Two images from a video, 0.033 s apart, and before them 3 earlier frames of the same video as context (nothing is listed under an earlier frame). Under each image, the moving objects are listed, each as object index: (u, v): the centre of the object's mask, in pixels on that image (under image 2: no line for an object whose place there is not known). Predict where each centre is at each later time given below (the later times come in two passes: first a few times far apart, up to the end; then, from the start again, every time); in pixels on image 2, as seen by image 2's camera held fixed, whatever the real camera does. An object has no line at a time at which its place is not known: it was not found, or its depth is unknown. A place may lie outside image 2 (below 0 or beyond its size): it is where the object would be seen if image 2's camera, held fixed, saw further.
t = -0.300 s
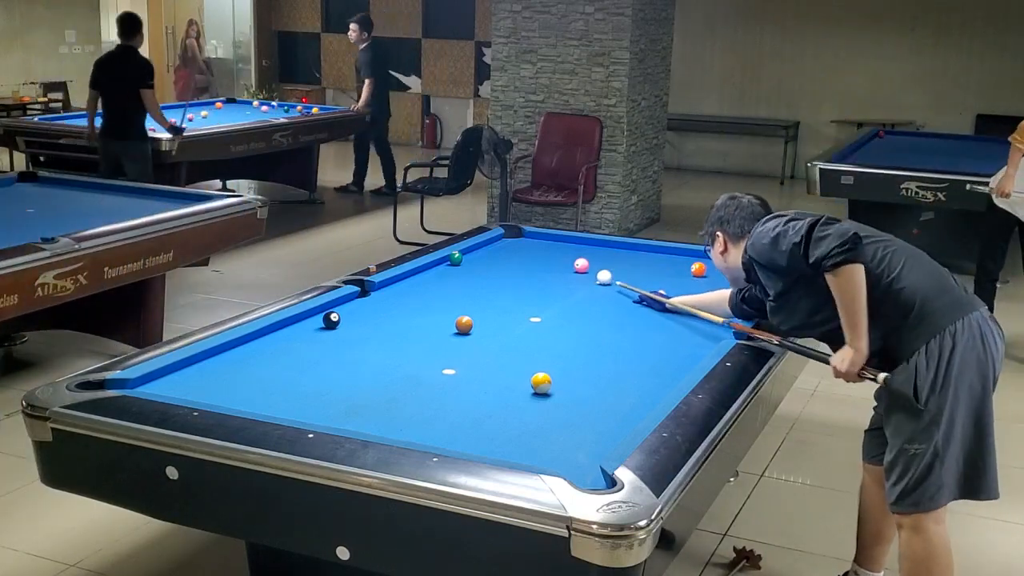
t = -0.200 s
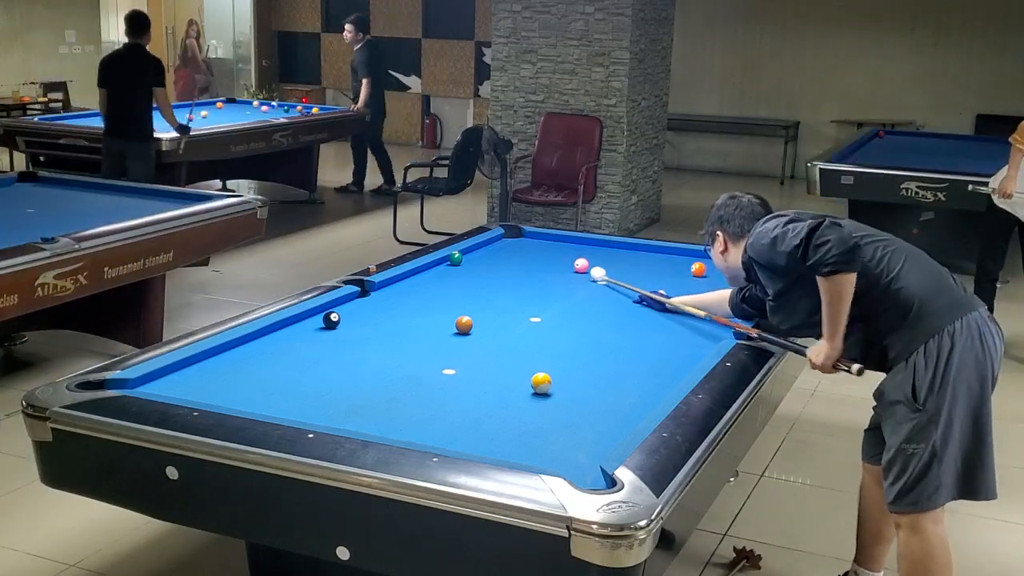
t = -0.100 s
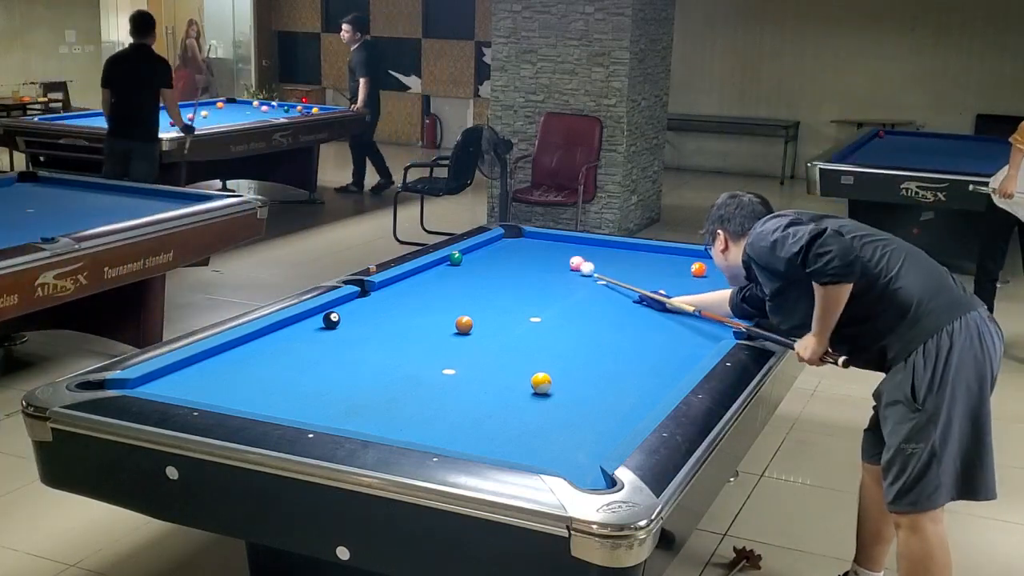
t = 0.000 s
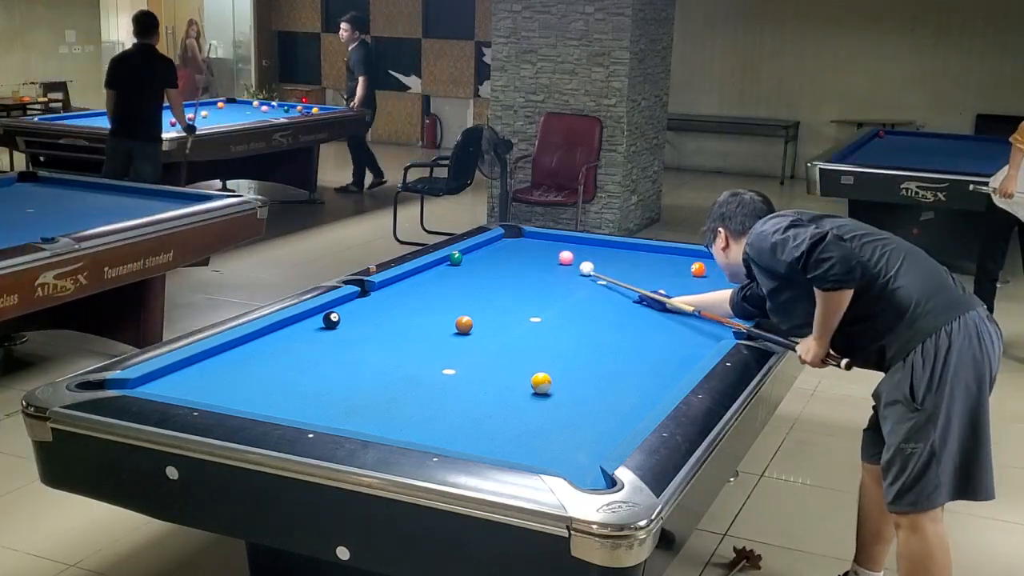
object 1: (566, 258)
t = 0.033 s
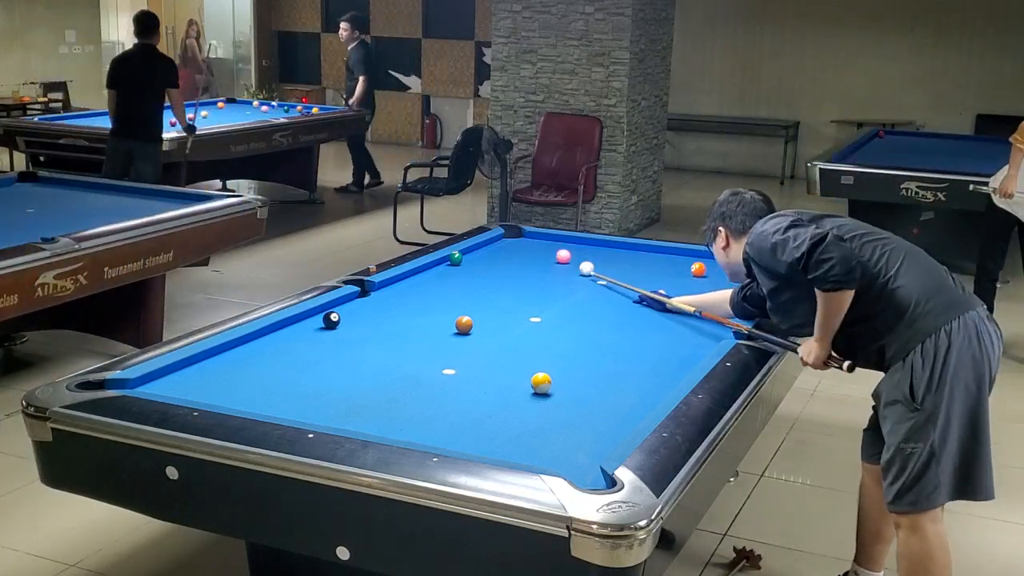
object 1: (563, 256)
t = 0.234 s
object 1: (546, 248)
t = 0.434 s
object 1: (532, 241)
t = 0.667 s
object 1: (516, 232)
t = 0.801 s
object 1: (507, 237)
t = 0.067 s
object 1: (560, 255)
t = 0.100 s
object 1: (557, 253)
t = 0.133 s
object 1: (555, 252)
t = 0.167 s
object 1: (552, 251)
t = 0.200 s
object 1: (549, 249)
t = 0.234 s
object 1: (546, 248)
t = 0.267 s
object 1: (544, 247)
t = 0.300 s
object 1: (542, 246)
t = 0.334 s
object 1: (539, 244)
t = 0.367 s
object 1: (537, 243)
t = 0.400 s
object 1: (534, 242)
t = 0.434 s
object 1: (532, 241)
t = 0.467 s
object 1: (530, 239)
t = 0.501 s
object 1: (527, 238)
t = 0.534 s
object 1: (525, 237)
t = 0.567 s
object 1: (522, 236)
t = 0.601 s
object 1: (520, 235)
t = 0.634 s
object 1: (518, 234)
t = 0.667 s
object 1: (516, 232)
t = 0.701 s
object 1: (514, 231)
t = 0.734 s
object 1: (512, 232)
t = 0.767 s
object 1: (510, 234)
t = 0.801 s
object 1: (507, 237)
